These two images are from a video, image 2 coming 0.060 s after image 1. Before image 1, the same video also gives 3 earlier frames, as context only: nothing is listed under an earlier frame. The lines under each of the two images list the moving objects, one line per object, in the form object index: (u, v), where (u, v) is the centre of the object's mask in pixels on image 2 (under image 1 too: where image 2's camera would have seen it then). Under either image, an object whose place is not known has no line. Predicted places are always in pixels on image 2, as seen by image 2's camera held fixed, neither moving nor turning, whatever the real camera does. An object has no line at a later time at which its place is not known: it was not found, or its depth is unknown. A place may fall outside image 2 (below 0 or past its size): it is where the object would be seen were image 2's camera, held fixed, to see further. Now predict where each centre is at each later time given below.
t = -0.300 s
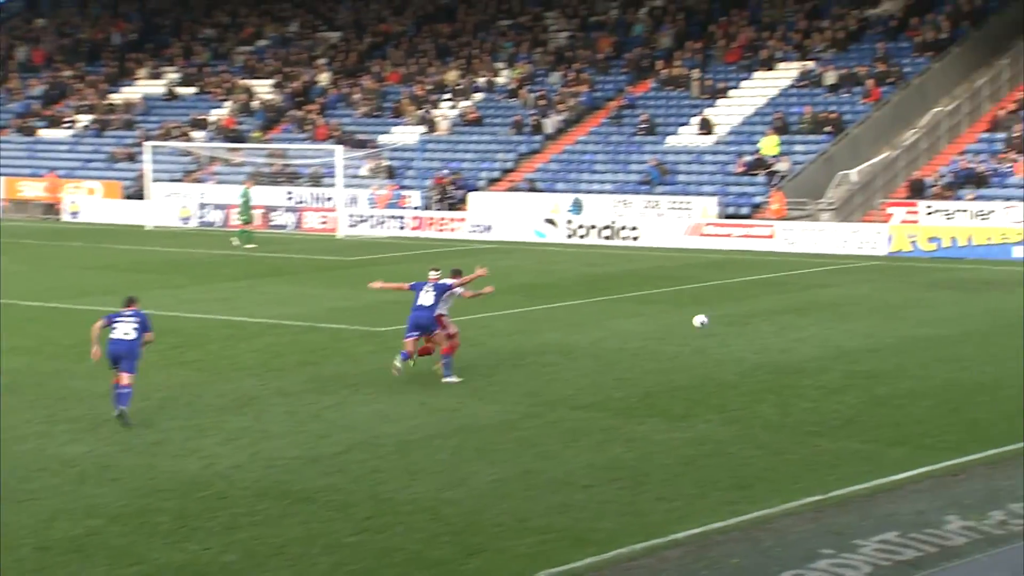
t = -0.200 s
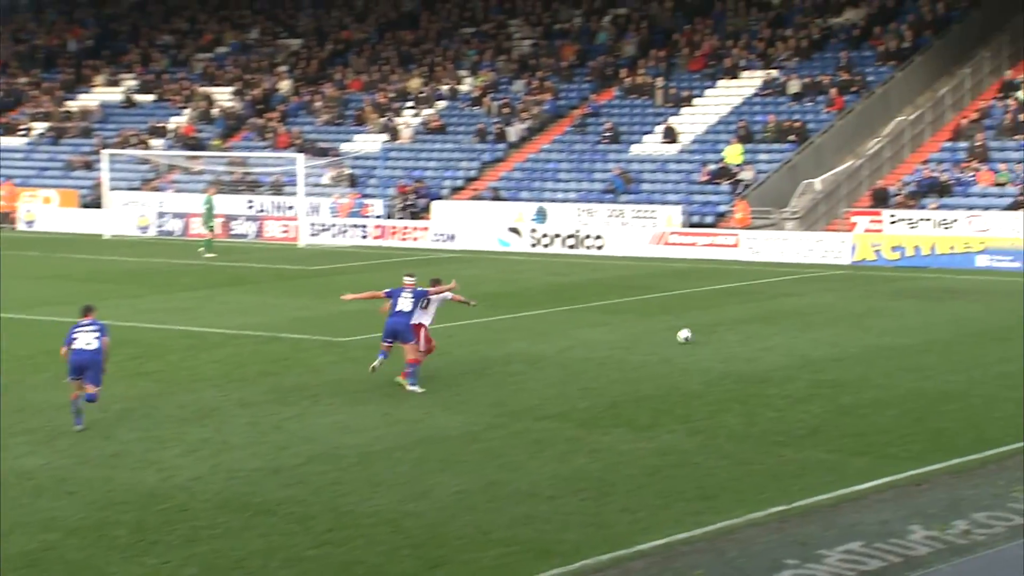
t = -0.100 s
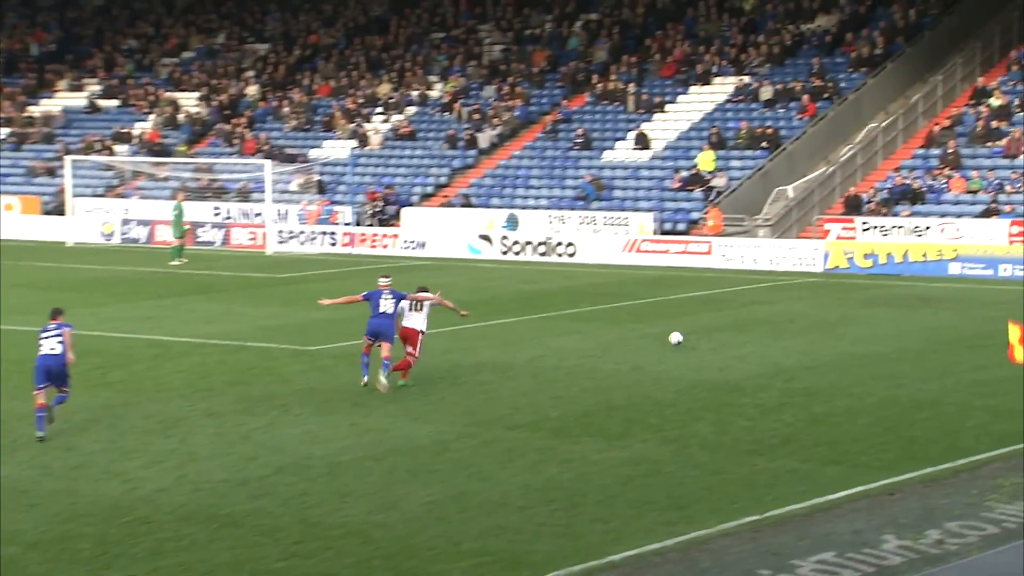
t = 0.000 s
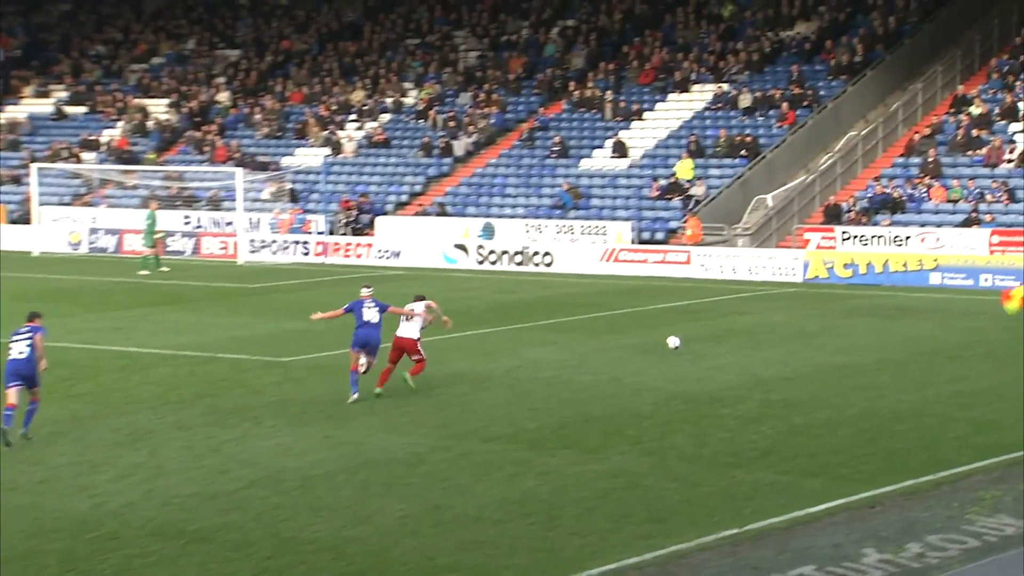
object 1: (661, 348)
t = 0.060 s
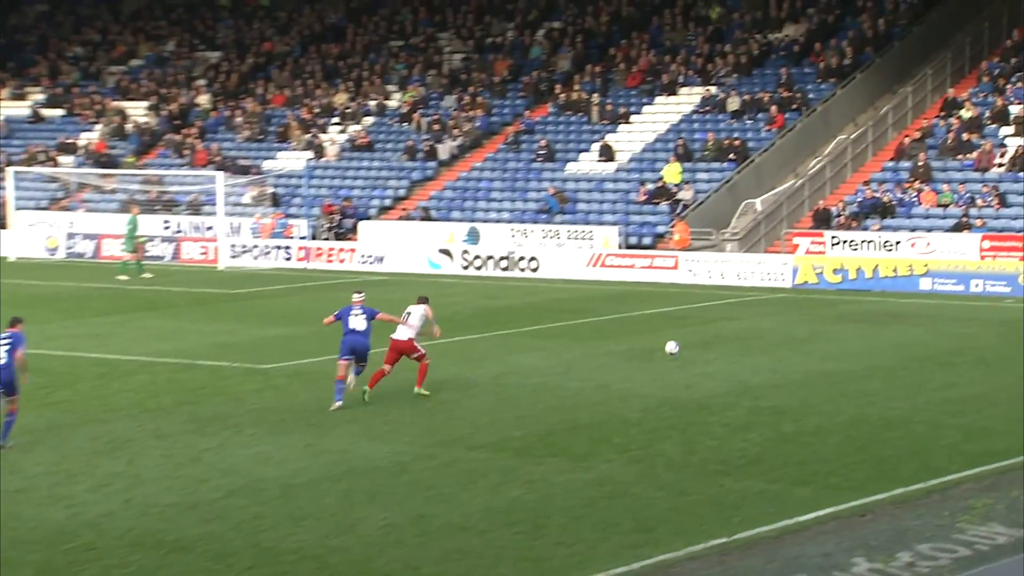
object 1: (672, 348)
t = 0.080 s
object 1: (675, 348)
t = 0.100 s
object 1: (679, 348)
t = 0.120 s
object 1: (682, 350)
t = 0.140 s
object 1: (686, 351)
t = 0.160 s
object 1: (690, 352)
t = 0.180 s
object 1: (693, 353)
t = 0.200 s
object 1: (697, 351)
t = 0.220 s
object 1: (700, 350)
